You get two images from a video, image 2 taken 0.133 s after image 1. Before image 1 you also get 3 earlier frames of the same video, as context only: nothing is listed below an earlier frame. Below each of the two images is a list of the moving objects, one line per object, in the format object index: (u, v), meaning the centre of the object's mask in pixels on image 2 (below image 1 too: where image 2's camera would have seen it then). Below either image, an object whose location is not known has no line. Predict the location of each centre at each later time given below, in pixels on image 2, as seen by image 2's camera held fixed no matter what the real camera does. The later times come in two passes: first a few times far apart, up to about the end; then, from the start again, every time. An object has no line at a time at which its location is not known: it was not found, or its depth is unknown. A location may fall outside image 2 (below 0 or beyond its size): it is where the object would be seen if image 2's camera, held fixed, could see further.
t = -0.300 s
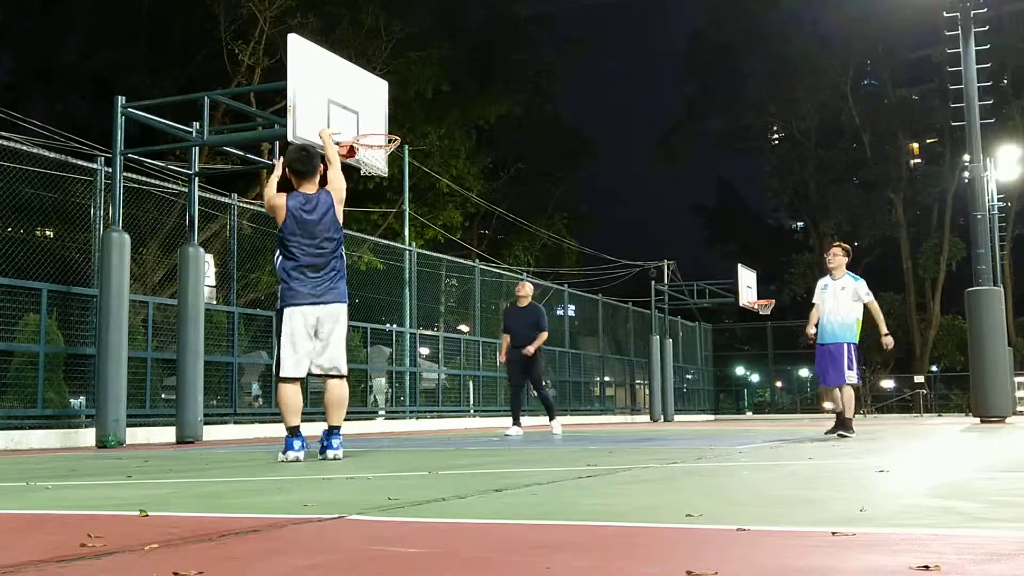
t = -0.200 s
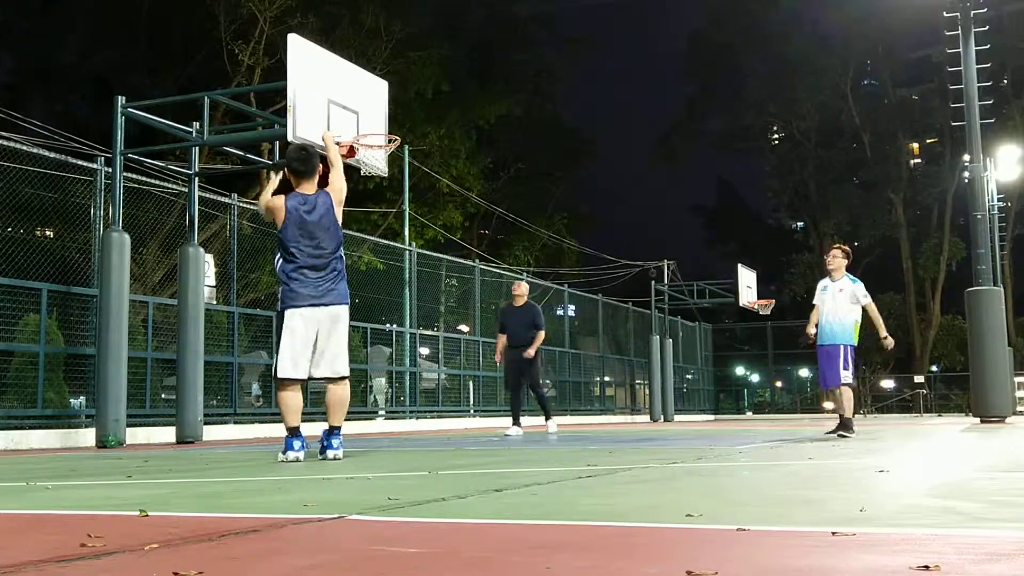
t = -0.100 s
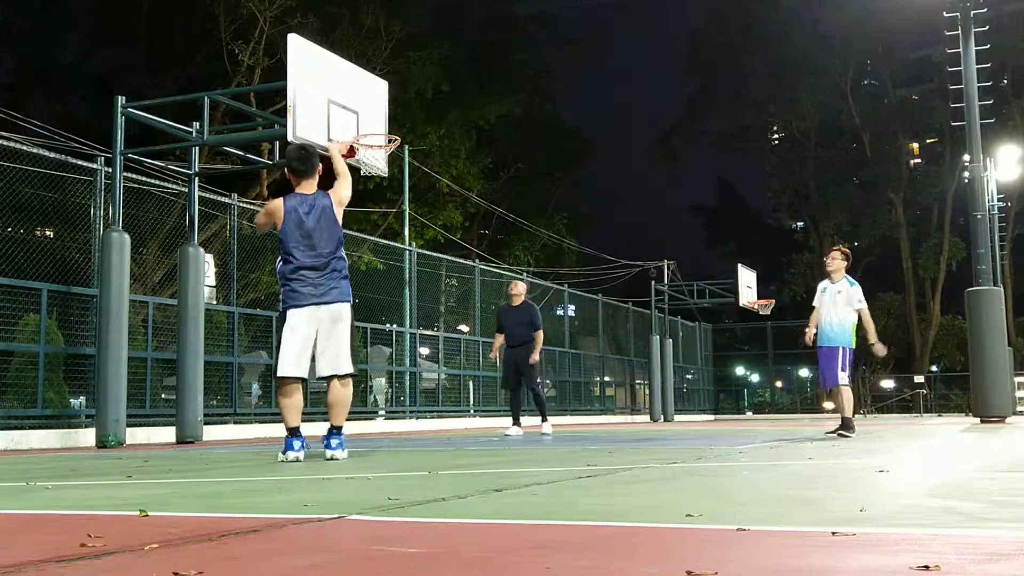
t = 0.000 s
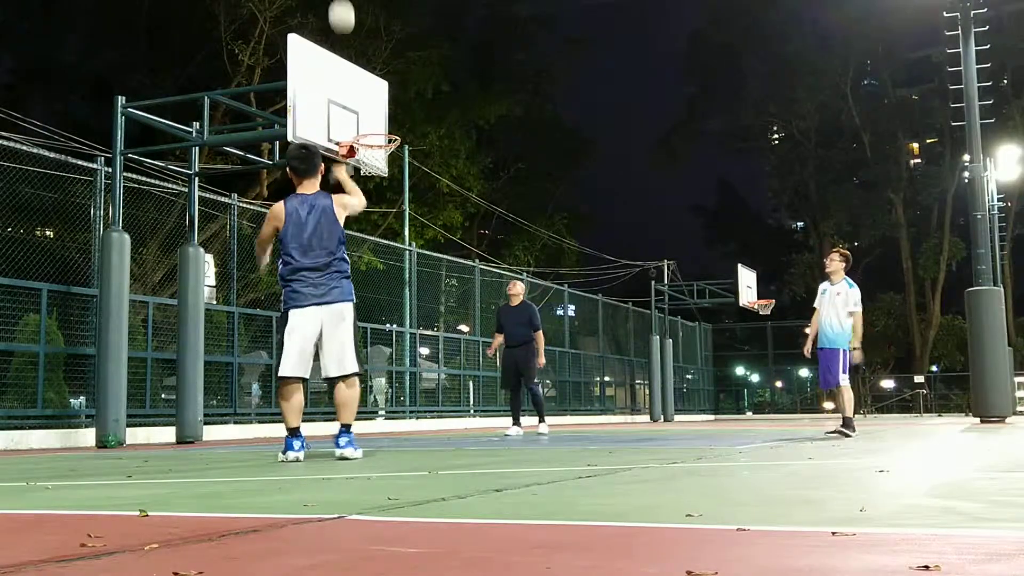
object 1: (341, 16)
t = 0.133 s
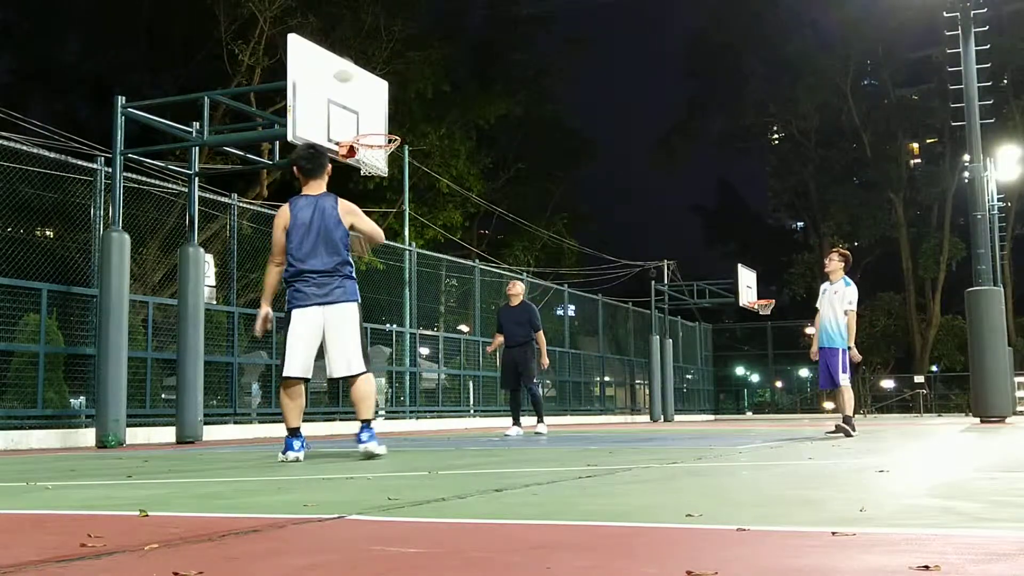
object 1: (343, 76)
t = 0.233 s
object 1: (346, 128)
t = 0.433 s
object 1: (381, 78)
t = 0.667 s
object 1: (416, 63)
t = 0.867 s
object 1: (449, 91)
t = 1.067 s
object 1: (483, 160)
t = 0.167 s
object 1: (343, 93)
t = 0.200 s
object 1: (343, 110)
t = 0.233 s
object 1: (346, 128)
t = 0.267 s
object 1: (352, 122)
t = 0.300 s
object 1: (358, 112)
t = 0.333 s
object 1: (363, 104)
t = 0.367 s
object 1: (368, 94)
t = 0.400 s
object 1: (375, 84)
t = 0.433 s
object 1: (381, 78)
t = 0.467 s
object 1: (385, 72)
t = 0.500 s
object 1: (390, 69)
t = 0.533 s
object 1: (395, 66)
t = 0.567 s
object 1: (400, 64)
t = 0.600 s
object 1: (405, 63)
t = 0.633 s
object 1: (411, 62)
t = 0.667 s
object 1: (416, 63)
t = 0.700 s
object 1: (421, 65)
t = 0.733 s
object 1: (427, 68)
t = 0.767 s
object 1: (432, 72)
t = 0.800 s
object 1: (438, 77)
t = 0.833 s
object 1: (444, 83)
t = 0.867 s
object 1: (449, 91)
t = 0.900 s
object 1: (455, 99)
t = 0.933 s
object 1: (461, 109)
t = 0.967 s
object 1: (466, 120)
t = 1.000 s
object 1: (472, 132)
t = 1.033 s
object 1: (478, 145)
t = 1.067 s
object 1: (483, 160)
